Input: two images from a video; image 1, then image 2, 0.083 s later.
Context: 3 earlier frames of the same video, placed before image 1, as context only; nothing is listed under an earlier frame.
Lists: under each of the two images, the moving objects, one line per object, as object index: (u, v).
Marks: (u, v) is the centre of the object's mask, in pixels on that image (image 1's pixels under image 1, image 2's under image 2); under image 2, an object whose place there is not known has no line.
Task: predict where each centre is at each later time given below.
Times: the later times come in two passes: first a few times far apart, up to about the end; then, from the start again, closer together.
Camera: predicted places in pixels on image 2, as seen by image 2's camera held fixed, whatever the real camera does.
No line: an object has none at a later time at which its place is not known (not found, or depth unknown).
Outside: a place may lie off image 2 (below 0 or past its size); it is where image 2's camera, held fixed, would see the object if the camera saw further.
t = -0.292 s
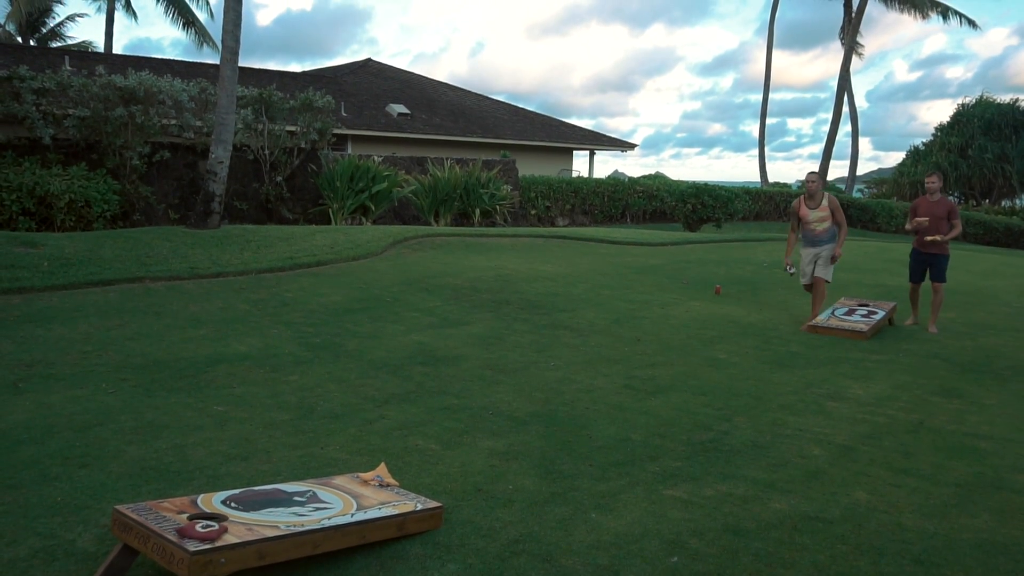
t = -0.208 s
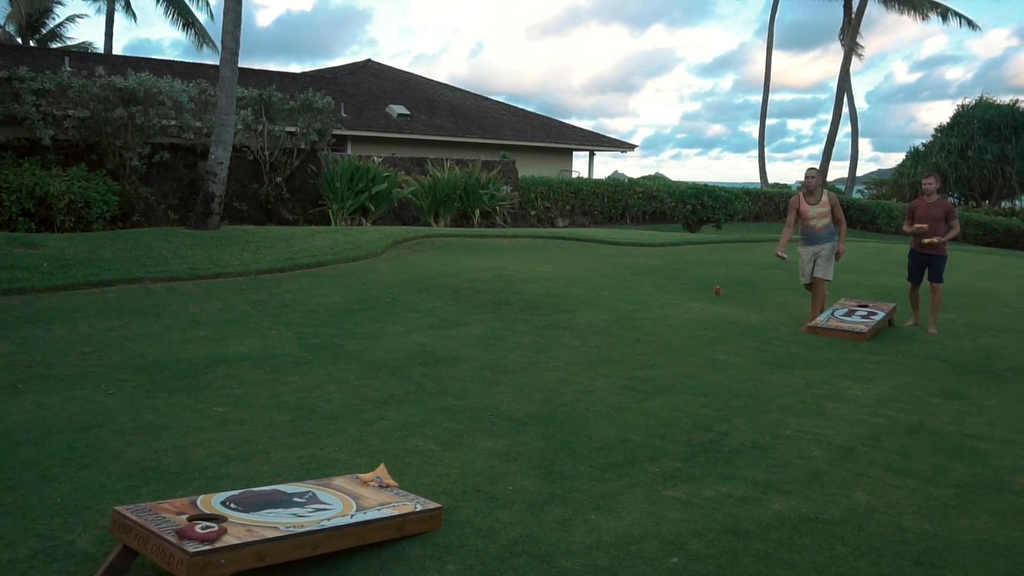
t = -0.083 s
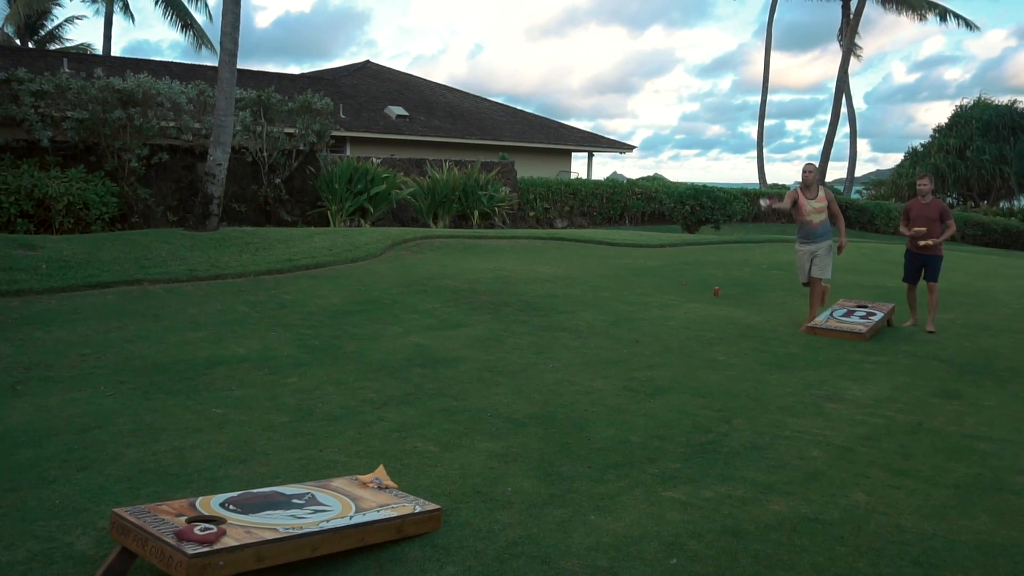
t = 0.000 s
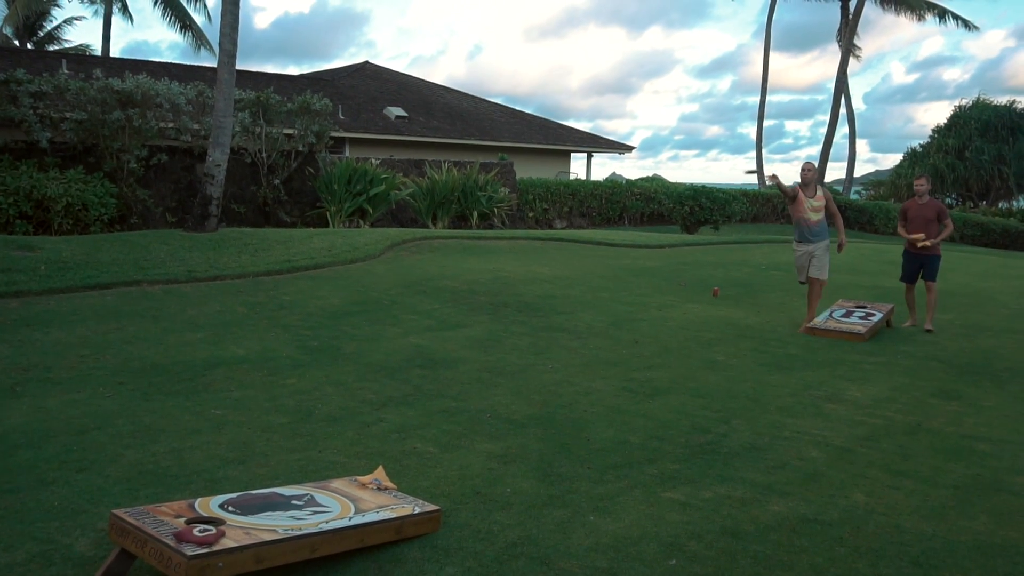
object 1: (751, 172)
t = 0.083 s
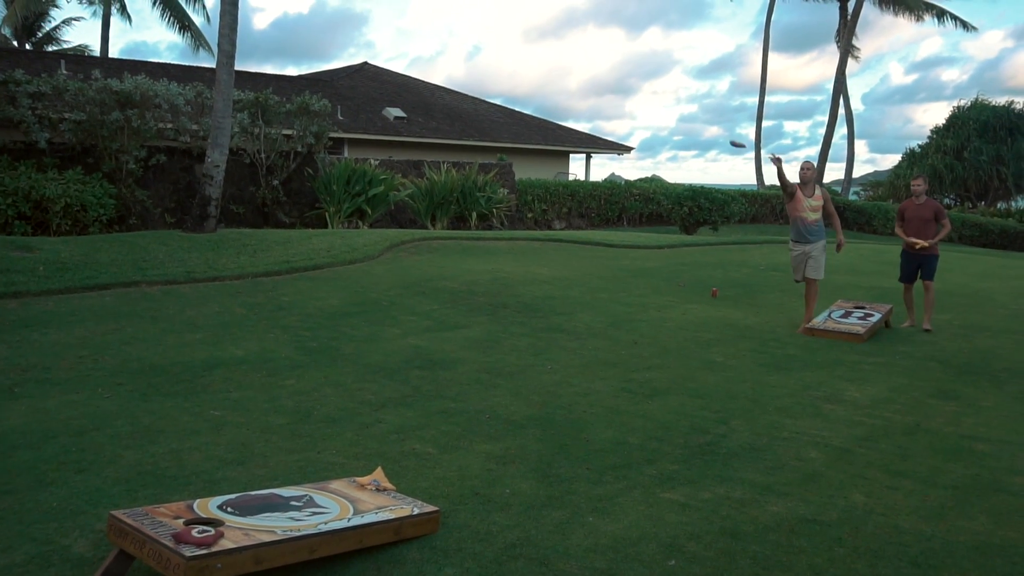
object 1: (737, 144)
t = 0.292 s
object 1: (691, 99)
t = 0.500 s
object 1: (629, 102)
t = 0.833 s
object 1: (466, 283)
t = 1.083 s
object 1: (317, 502)
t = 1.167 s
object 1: (286, 508)
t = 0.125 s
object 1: (728, 132)
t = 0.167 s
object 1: (720, 121)
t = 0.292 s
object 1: (691, 99)
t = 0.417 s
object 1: (657, 93)
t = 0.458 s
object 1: (644, 96)
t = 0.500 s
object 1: (629, 102)
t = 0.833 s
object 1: (466, 283)
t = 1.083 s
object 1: (317, 502)
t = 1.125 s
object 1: (301, 504)
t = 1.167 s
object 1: (286, 508)
